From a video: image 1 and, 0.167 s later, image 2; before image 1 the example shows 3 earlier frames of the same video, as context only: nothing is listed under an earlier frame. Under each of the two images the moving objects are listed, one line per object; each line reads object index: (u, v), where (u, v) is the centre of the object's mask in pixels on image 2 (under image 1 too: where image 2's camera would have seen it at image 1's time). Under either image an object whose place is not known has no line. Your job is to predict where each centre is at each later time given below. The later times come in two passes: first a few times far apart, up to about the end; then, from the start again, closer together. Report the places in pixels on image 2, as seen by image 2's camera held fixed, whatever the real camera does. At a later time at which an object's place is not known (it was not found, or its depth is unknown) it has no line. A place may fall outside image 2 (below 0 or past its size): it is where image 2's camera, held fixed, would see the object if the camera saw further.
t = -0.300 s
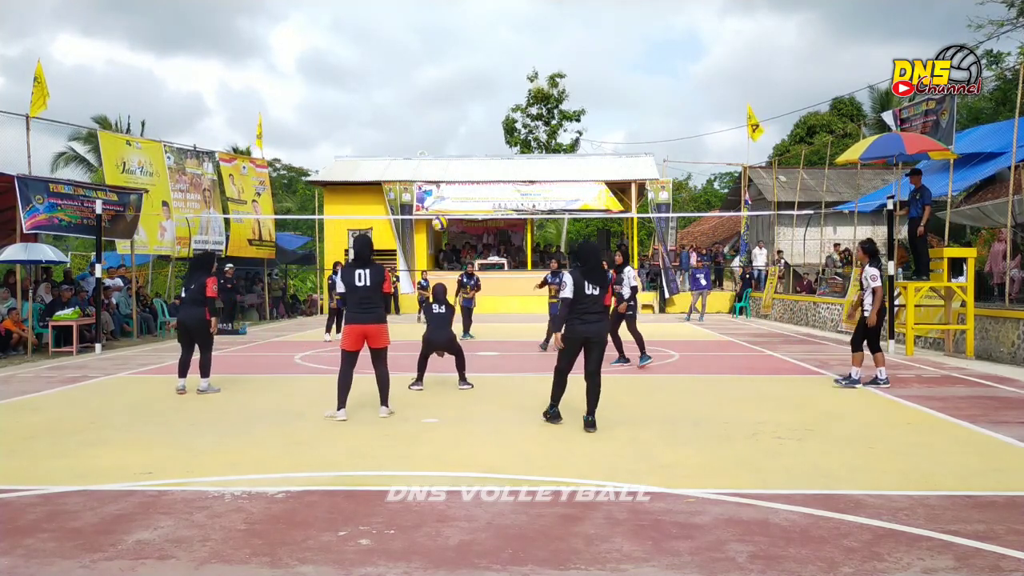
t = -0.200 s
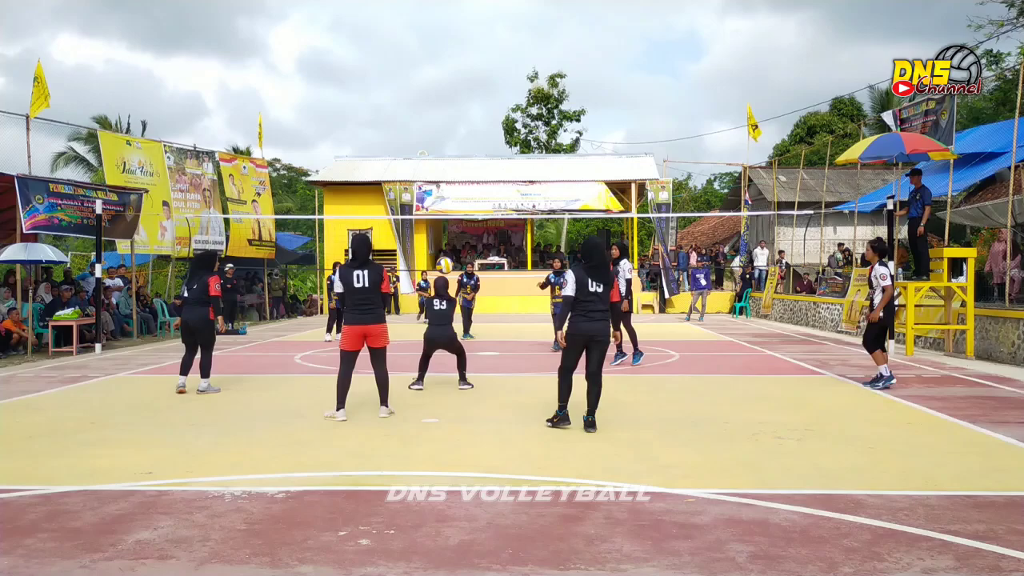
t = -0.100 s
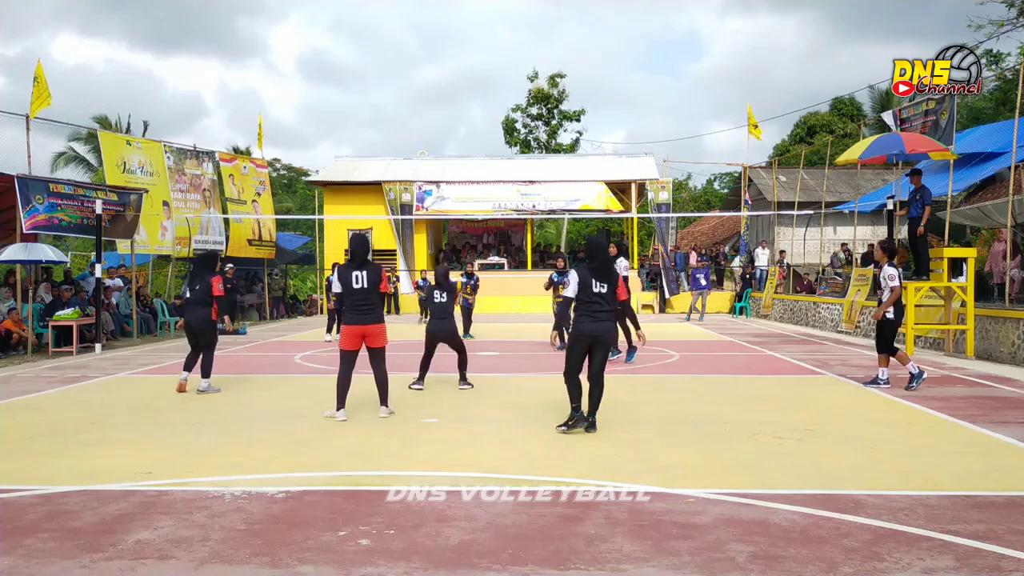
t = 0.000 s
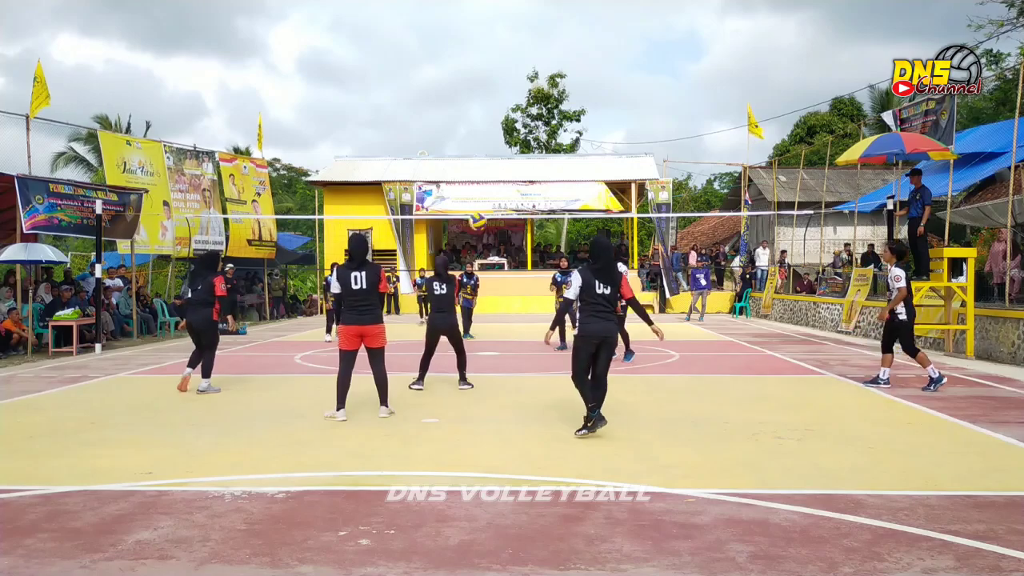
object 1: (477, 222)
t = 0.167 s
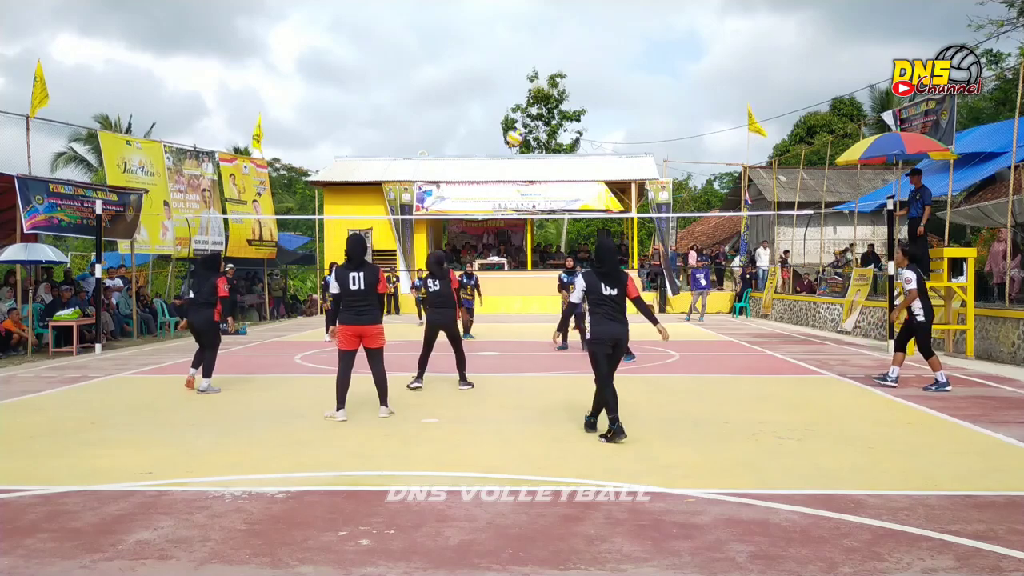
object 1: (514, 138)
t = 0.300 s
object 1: (543, 90)
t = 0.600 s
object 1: (608, 32)
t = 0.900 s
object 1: (672, 49)
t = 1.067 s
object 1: (707, 88)
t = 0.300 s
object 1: (543, 90)
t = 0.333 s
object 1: (551, 80)
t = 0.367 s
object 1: (558, 71)
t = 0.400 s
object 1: (565, 62)
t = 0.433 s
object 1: (572, 55)
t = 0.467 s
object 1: (580, 48)
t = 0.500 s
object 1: (587, 43)
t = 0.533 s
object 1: (594, 39)
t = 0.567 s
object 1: (601, 35)
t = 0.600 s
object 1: (608, 32)
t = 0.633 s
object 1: (616, 30)
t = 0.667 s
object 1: (622, 29)
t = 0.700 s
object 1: (630, 30)
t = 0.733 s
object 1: (637, 31)
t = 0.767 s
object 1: (644, 32)
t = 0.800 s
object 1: (651, 35)
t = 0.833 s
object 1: (658, 39)
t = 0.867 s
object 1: (665, 43)
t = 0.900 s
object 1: (672, 49)
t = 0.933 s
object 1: (679, 55)
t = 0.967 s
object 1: (686, 62)
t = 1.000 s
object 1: (693, 70)
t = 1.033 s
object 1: (700, 79)
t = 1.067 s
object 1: (707, 88)
